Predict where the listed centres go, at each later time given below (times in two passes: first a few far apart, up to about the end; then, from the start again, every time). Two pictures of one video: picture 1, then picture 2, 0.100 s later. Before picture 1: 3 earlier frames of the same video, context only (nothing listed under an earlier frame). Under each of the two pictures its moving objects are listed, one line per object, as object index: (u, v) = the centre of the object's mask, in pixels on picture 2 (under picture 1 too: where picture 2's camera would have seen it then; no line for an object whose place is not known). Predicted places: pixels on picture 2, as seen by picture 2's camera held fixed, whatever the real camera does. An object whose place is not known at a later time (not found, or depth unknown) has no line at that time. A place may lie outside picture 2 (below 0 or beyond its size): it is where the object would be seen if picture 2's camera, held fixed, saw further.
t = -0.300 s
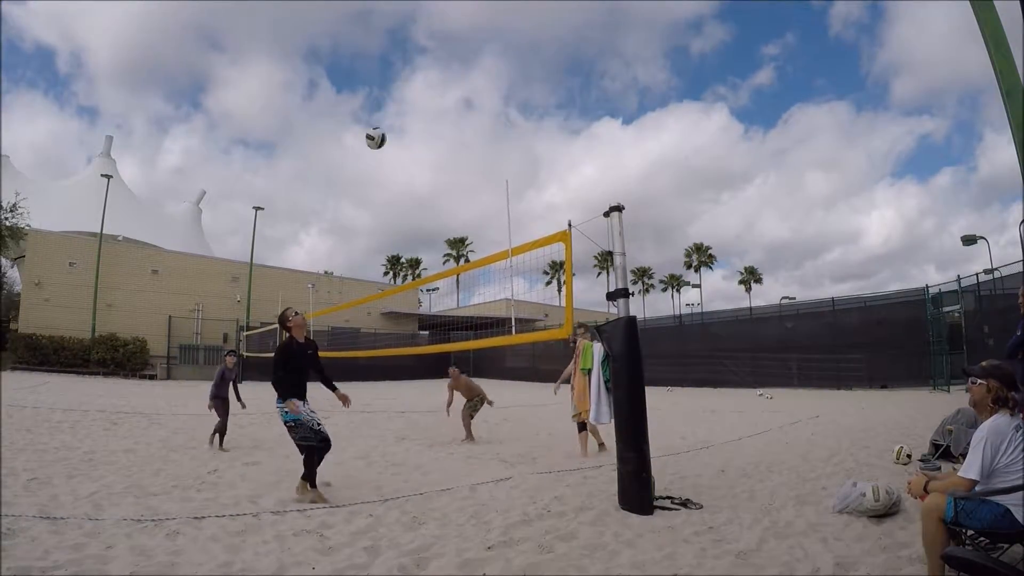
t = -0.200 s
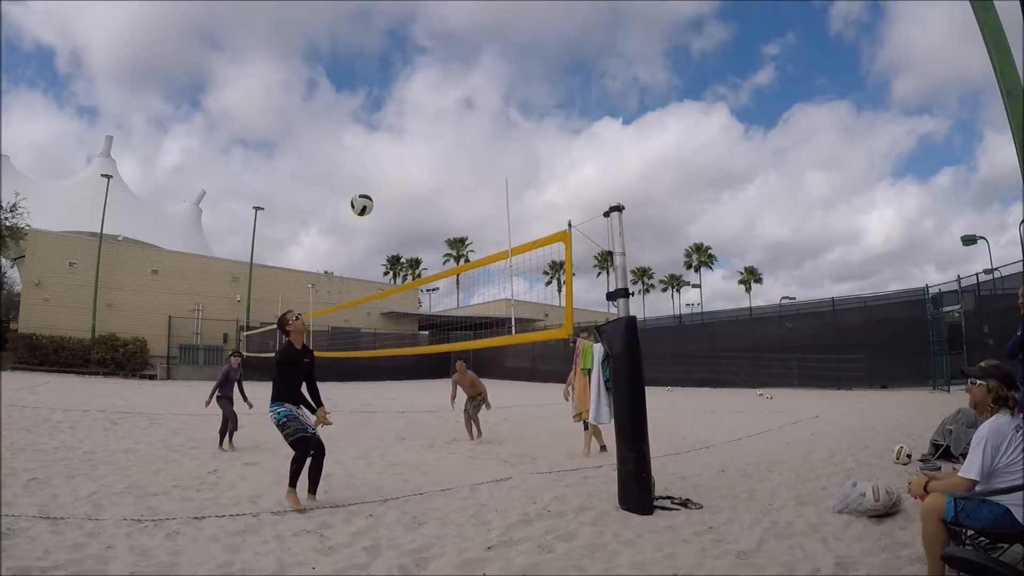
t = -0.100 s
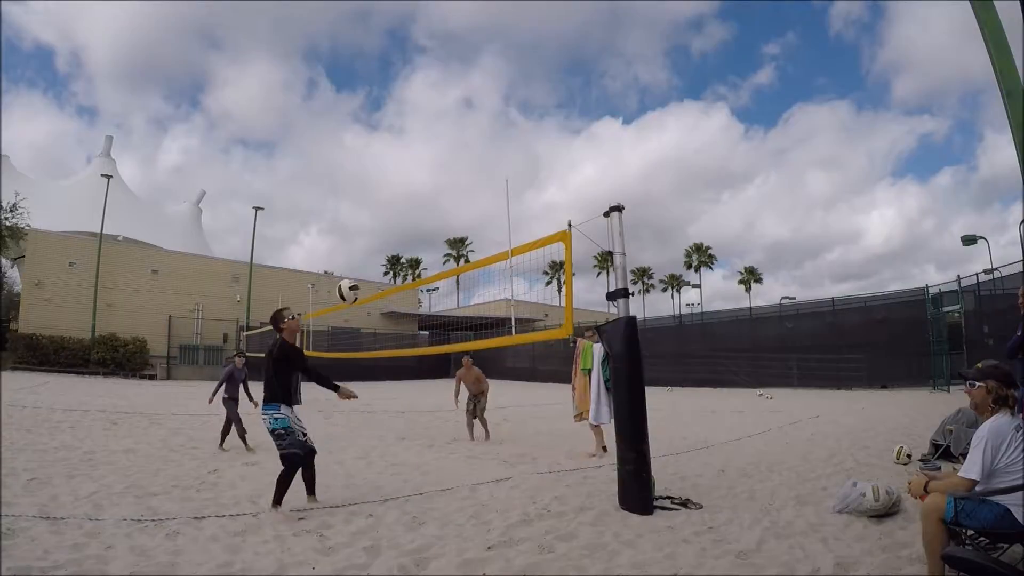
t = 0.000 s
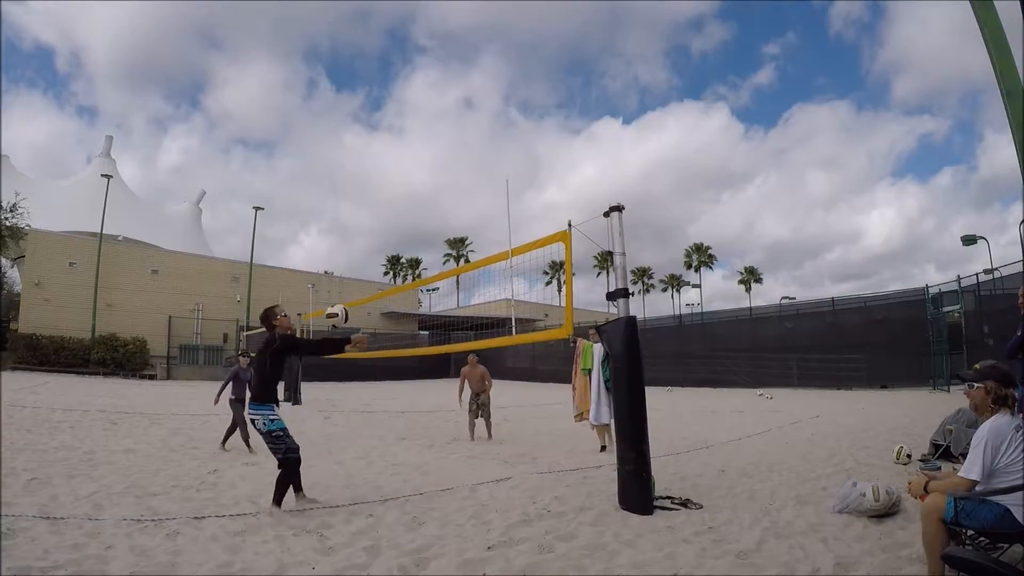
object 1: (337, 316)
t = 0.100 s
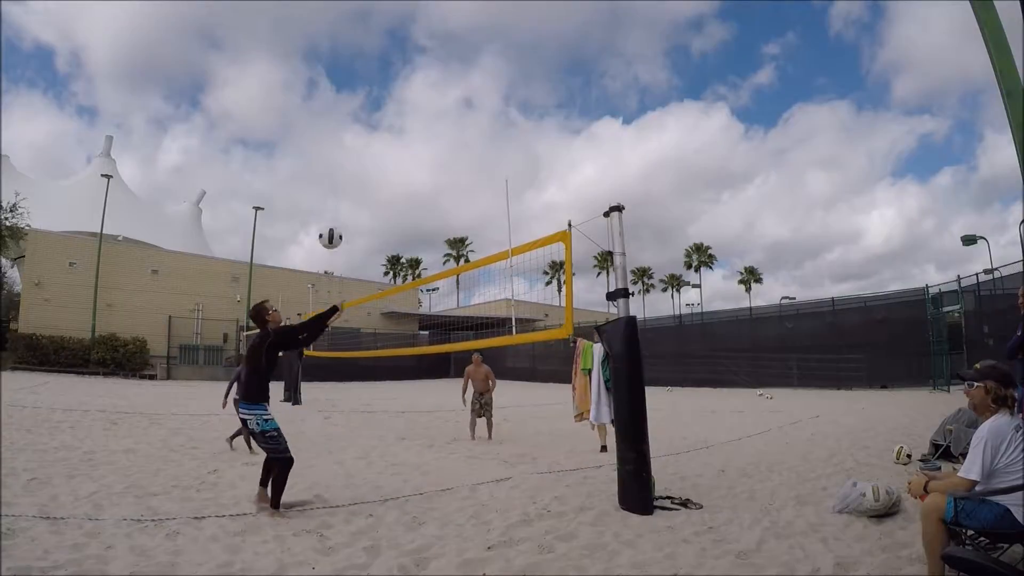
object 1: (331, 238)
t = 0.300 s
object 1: (321, 126)
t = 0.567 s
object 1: (306, 55)
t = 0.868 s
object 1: (284, 48)
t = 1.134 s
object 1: (255, 99)
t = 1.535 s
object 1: (204, 297)
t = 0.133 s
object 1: (329, 215)
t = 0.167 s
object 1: (326, 194)
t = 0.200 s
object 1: (325, 175)
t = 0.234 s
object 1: (323, 157)
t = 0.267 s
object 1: (322, 141)
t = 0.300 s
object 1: (321, 126)
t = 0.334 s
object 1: (319, 113)
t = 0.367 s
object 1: (317, 102)
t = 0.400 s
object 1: (316, 90)
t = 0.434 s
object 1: (314, 82)
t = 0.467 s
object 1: (312, 74)
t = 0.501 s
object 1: (310, 66)
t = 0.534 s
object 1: (308, 60)
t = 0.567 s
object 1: (306, 55)
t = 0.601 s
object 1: (305, 50)
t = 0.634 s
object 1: (302, 48)
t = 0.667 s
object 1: (300, 45)
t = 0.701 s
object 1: (299, 43)
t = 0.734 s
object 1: (295, 43)
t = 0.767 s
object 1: (293, 43)
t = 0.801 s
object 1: (290, 44)
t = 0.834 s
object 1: (287, 46)
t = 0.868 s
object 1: (284, 48)
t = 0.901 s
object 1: (281, 52)
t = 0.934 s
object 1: (278, 56)
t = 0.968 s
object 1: (274, 61)
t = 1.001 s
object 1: (271, 66)
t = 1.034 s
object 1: (267, 73)
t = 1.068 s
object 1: (264, 81)
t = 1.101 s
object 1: (259, 89)
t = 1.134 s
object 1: (255, 99)
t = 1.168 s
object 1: (252, 109)
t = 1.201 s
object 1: (247, 120)
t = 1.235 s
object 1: (244, 133)
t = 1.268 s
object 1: (239, 147)
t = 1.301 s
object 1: (235, 162)
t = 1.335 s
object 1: (230, 177)
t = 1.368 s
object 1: (226, 195)
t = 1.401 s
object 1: (222, 213)
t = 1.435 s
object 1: (217, 232)
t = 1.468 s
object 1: (214, 252)
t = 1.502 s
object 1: (209, 274)
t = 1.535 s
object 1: (204, 297)
